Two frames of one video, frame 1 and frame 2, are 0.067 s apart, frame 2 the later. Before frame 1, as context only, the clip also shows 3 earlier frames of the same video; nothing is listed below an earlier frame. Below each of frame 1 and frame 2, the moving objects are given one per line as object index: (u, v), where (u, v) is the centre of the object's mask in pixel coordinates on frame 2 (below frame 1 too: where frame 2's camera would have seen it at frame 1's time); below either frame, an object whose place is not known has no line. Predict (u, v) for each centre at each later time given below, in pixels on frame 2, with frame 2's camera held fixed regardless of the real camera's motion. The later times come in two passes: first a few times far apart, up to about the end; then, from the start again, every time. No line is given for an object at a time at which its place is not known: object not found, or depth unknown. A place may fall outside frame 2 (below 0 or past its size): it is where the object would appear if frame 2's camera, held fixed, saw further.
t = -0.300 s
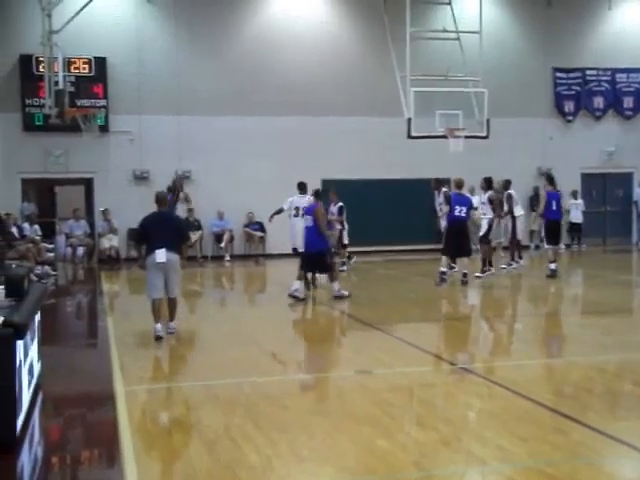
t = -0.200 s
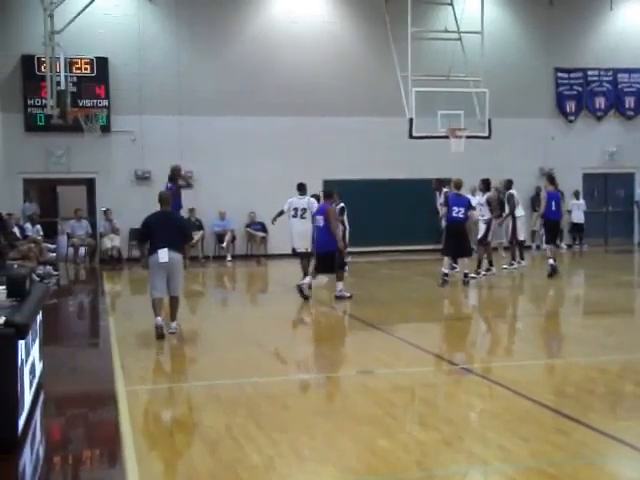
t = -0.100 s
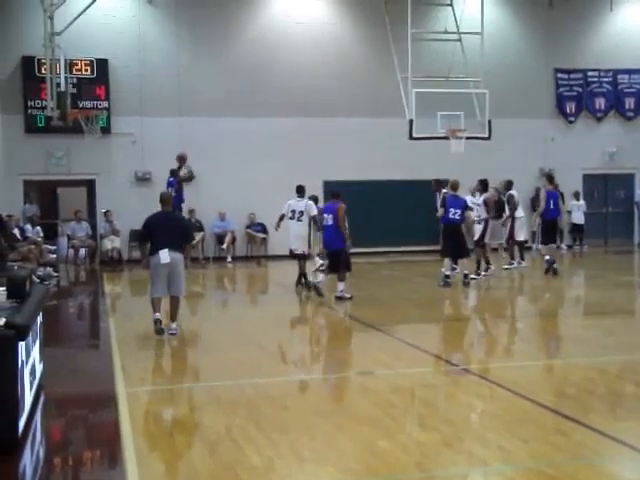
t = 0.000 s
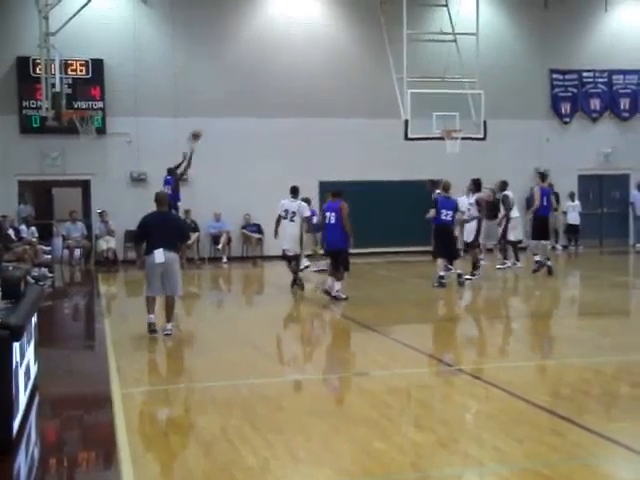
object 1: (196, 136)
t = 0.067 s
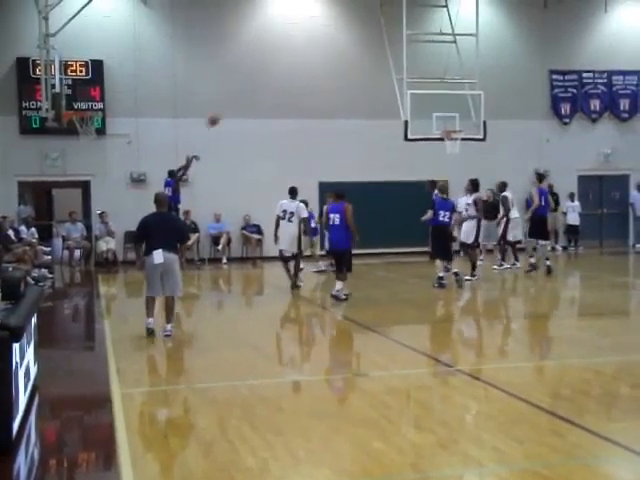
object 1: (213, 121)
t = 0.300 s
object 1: (274, 83)
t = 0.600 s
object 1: (348, 73)
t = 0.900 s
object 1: (420, 105)
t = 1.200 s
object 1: (461, 111)
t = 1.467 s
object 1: (483, 116)
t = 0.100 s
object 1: (222, 114)
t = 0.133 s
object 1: (231, 107)
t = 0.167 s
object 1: (239, 102)
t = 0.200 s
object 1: (248, 96)
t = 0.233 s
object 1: (257, 91)
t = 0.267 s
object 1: (266, 87)
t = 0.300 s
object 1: (274, 83)
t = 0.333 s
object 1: (282, 80)
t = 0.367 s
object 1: (291, 77)
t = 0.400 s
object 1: (299, 75)
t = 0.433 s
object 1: (307, 73)
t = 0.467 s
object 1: (316, 73)
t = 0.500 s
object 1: (324, 72)
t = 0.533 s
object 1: (333, 72)
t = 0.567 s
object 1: (340, 72)
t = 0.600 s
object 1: (348, 73)
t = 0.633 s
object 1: (356, 75)
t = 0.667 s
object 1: (364, 77)
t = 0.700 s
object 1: (373, 80)
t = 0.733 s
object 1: (381, 83)
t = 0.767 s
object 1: (389, 87)
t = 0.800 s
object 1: (396, 90)
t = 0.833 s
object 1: (404, 95)
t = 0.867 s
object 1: (413, 100)
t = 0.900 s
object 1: (420, 105)
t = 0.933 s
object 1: (428, 111)
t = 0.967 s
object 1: (436, 118)
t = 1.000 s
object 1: (443, 125)
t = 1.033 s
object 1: (447, 124)
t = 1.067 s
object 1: (450, 121)
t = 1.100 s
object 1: (452, 118)
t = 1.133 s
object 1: (455, 115)
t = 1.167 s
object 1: (458, 113)
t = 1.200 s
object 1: (461, 111)
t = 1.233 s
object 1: (463, 110)
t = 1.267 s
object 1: (466, 109)
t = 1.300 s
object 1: (469, 109)
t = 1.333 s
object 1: (472, 109)
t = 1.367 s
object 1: (474, 110)
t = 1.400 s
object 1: (477, 112)
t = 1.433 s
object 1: (479, 113)
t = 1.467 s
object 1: (483, 116)
